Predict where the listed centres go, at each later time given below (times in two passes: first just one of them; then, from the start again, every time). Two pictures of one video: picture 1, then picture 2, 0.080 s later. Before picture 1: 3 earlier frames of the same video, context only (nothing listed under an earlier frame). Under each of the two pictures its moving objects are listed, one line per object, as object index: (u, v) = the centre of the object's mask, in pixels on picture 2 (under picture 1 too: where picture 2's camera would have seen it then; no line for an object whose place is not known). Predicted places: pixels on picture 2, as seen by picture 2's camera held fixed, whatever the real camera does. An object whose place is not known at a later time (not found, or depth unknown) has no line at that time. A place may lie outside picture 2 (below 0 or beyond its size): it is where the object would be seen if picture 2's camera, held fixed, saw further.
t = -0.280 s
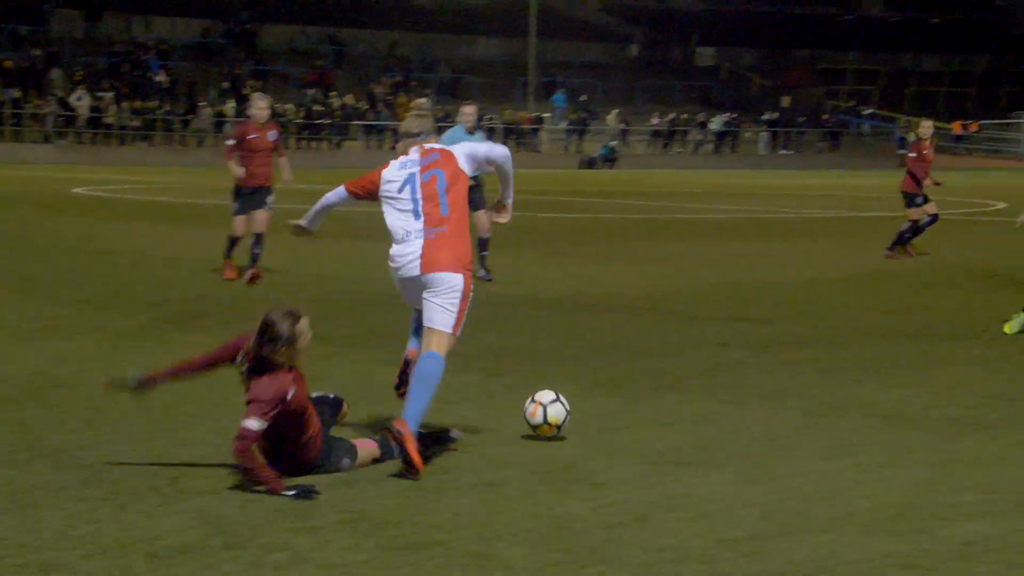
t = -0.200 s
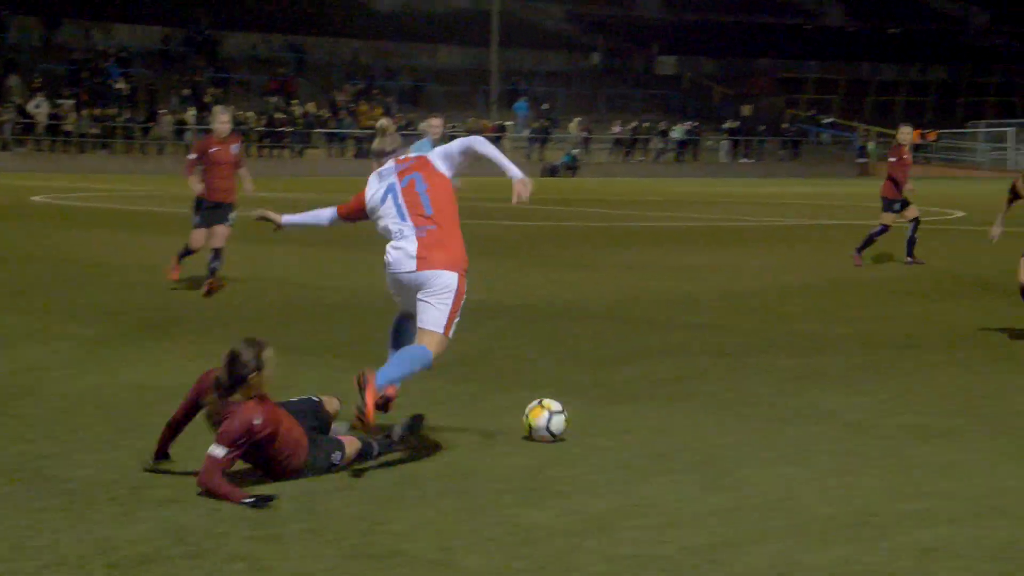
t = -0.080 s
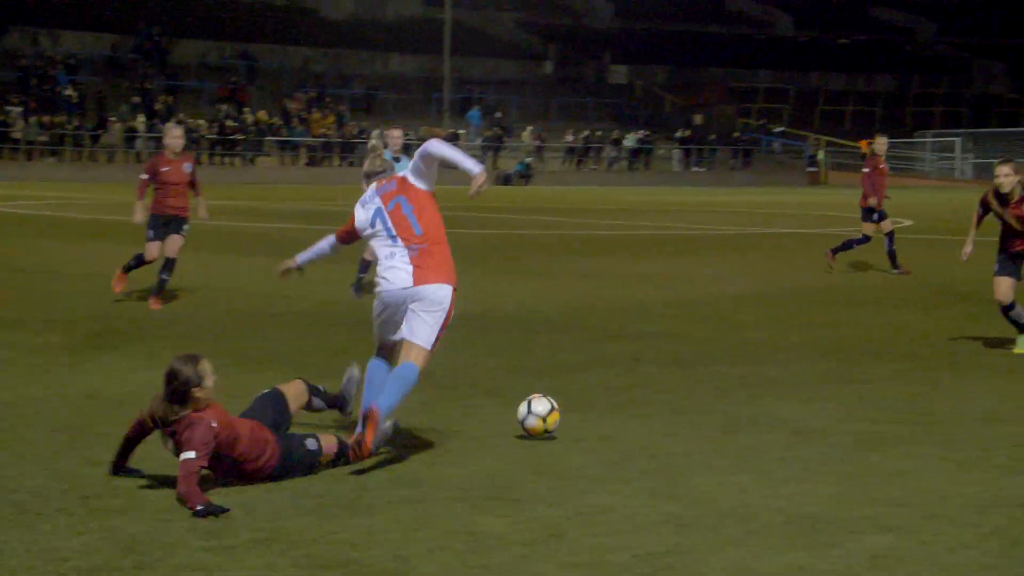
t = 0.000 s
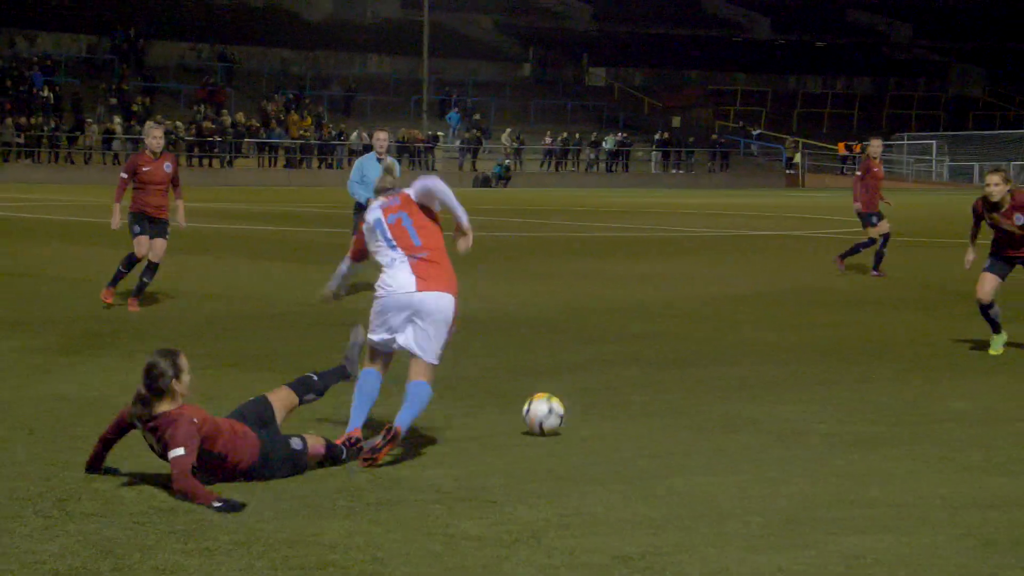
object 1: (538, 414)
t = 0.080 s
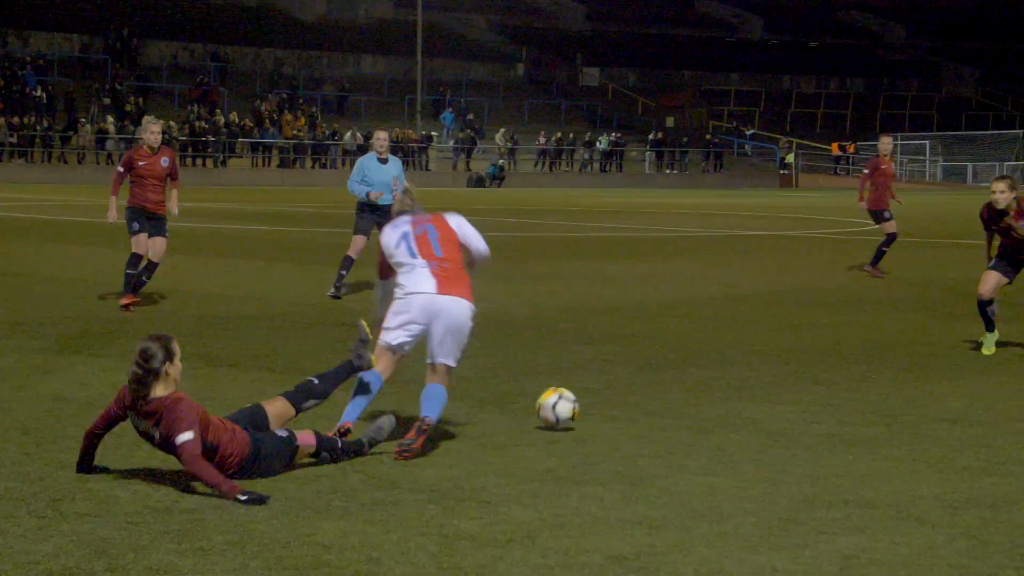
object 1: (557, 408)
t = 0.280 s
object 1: (605, 399)
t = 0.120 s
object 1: (568, 407)
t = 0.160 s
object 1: (576, 406)
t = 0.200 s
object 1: (587, 402)
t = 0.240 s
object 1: (595, 402)
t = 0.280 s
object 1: (605, 399)
